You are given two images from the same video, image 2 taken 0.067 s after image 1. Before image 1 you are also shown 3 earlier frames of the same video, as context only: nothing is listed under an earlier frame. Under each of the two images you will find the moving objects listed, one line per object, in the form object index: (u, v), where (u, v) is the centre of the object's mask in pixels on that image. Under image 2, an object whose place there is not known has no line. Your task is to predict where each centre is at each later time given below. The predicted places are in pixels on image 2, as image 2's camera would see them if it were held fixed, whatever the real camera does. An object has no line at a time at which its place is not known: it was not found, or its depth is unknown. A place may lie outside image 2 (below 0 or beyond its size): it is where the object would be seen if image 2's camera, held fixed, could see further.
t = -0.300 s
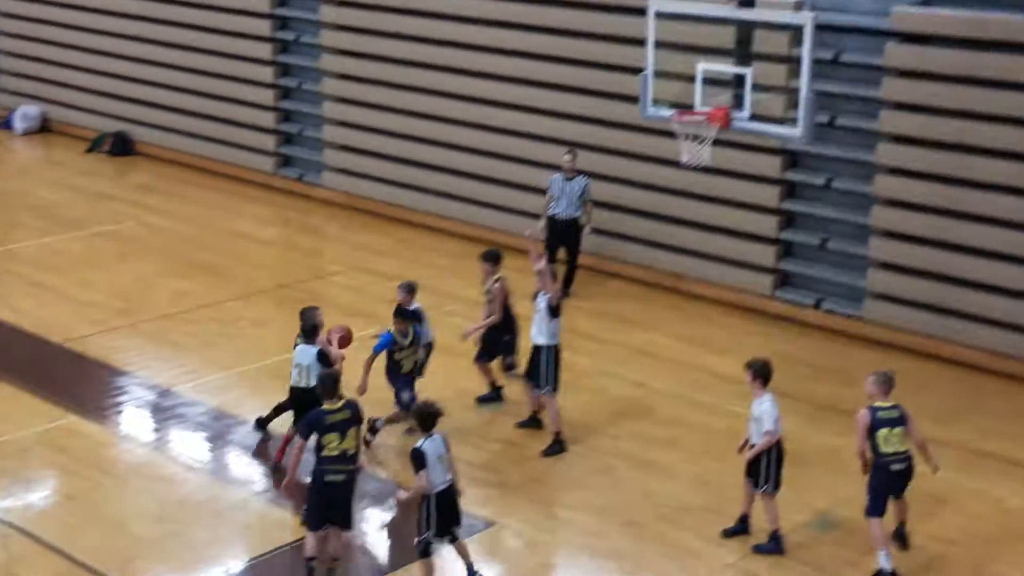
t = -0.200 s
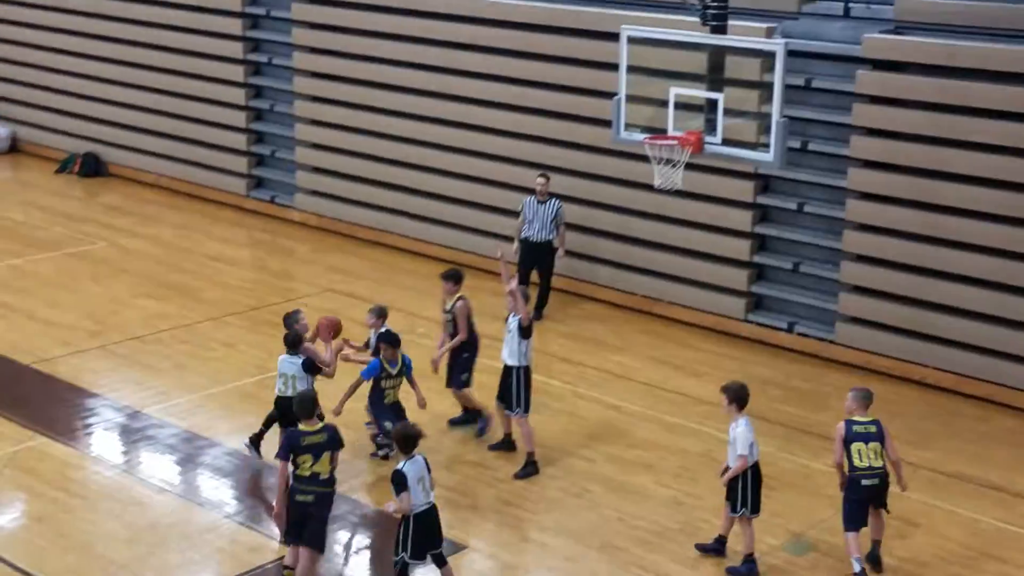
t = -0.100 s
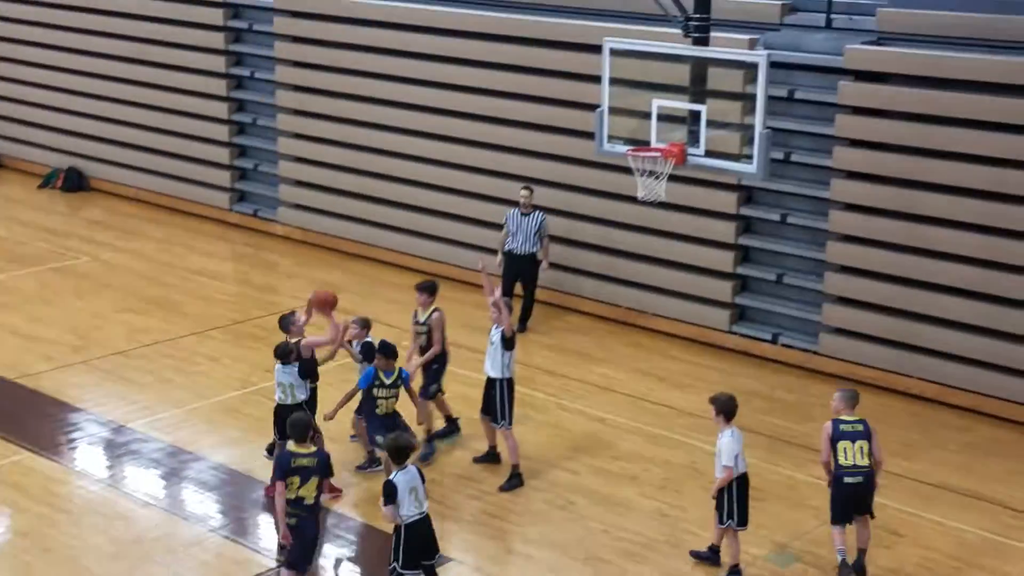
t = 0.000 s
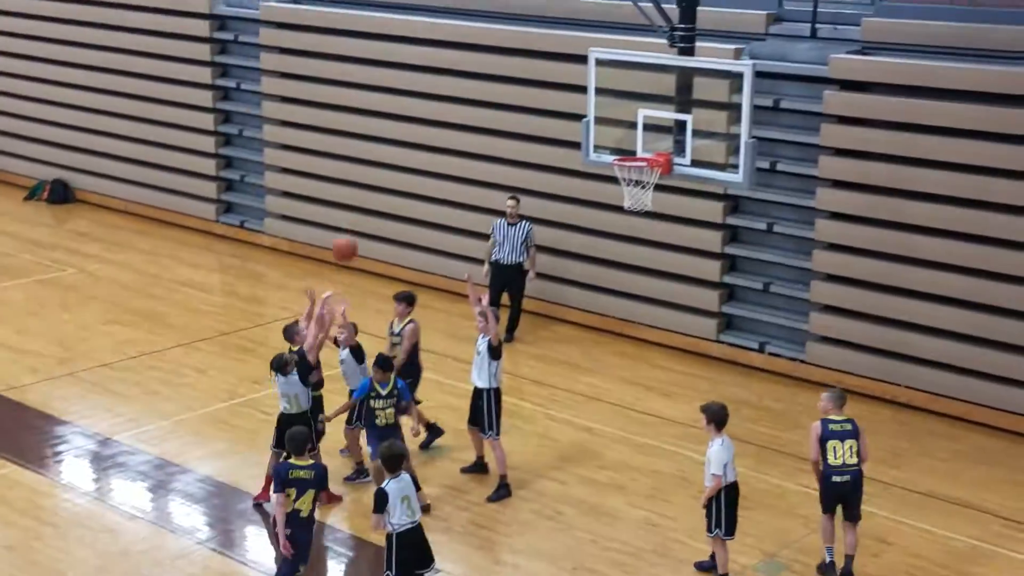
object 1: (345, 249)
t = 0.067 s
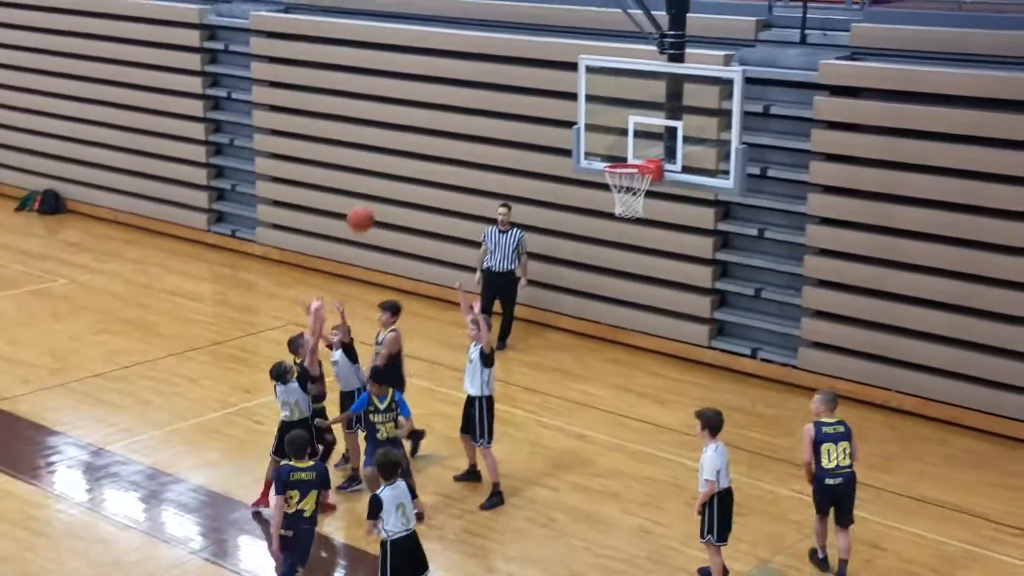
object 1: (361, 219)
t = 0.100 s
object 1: (373, 202)
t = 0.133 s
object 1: (385, 185)
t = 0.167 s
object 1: (397, 170)
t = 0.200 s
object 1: (409, 157)
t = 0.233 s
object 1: (422, 143)
